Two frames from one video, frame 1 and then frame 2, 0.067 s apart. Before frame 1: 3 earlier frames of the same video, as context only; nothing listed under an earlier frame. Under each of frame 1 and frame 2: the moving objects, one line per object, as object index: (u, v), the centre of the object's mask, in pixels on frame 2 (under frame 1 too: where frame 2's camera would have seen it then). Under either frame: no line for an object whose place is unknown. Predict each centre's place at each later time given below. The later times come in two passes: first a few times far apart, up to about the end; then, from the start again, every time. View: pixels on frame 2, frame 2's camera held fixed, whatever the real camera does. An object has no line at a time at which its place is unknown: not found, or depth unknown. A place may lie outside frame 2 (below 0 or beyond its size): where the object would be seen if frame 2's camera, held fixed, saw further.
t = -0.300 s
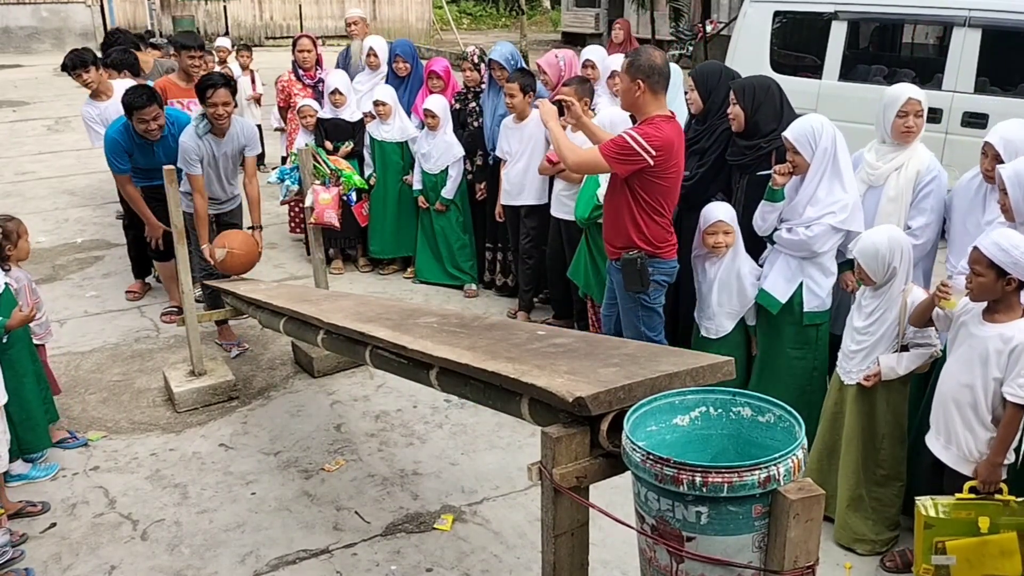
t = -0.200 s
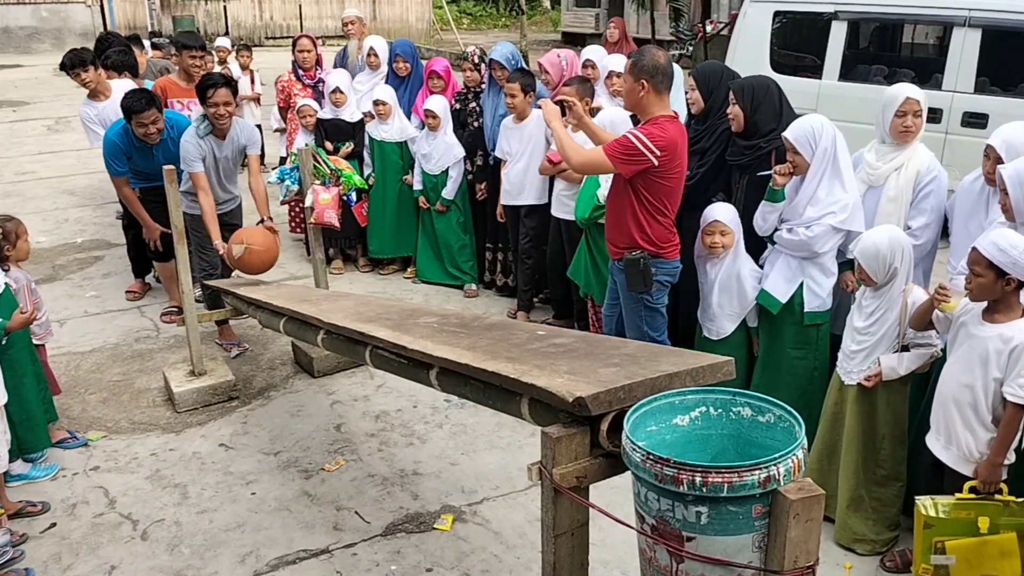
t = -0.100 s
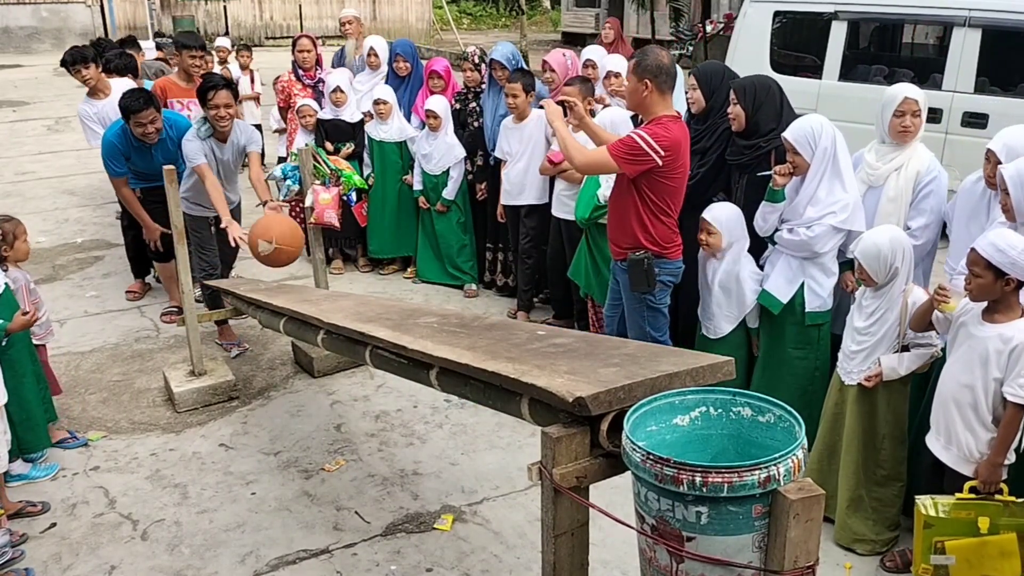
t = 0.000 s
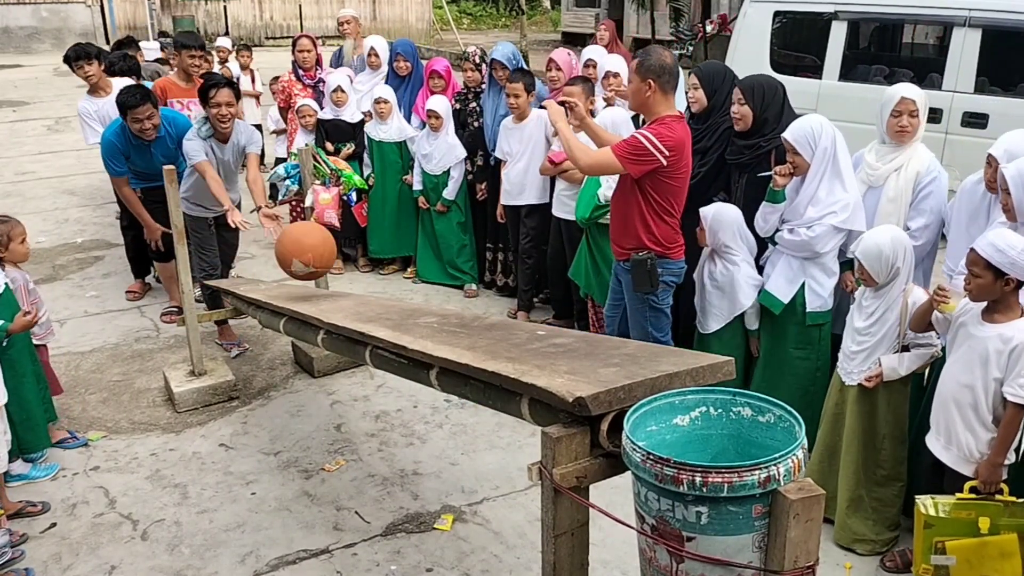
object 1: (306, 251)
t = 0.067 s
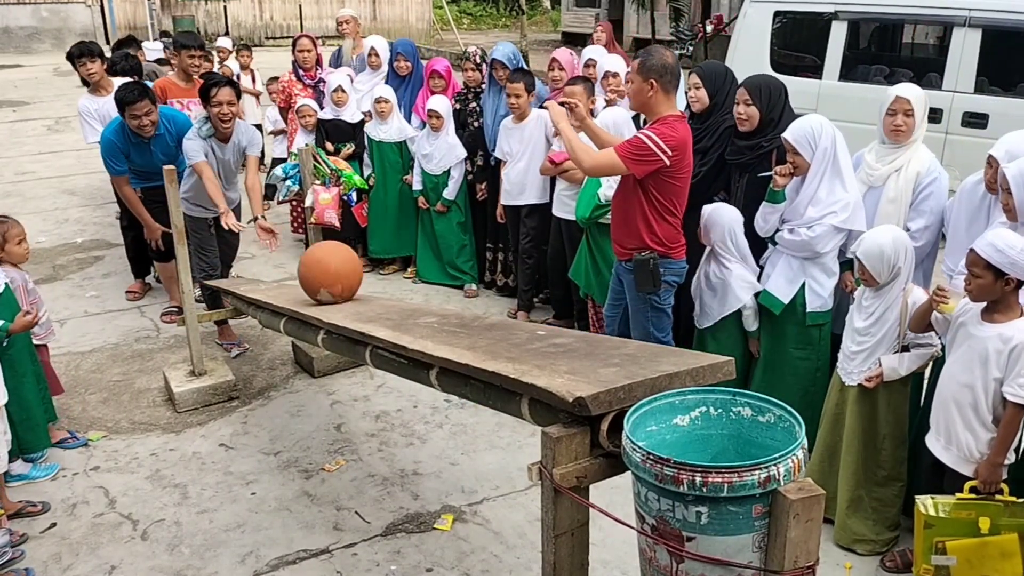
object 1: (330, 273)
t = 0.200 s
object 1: (359, 261)
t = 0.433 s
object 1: (415, 276)
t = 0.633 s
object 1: (468, 288)
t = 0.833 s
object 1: (526, 297)
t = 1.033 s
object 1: (582, 301)
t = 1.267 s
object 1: (643, 304)
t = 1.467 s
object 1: (687, 304)
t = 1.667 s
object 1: (721, 302)
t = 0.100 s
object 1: (339, 274)
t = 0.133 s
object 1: (345, 268)
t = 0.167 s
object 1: (352, 263)
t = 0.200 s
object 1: (359, 261)
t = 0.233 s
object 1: (366, 262)
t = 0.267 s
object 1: (374, 266)
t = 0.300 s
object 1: (383, 274)
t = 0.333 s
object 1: (392, 282)
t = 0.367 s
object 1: (399, 278)
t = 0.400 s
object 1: (407, 275)
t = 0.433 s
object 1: (415, 276)
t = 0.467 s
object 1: (424, 280)
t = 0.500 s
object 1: (433, 286)
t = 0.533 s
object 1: (442, 287)
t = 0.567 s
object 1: (451, 287)
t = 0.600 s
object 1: (459, 288)
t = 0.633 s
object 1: (468, 288)
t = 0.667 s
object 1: (478, 289)
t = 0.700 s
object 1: (488, 293)
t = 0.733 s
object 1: (497, 293)
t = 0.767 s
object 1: (506, 292)
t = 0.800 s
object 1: (516, 294)
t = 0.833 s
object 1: (526, 297)
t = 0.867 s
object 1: (535, 297)
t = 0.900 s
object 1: (545, 297)
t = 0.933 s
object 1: (554, 298)
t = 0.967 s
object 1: (564, 300)
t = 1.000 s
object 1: (573, 300)
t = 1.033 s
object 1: (582, 301)
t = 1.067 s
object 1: (591, 301)
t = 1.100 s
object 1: (601, 302)
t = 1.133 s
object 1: (610, 303)
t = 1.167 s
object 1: (618, 303)
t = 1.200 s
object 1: (627, 303)
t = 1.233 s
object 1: (635, 303)
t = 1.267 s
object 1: (643, 304)
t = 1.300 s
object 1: (651, 304)
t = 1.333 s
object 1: (659, 304)
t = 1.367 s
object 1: (666, 304)
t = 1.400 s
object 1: (674, 304)
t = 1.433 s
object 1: (681, 304)
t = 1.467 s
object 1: (687, 304)
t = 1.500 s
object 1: (694, 304)
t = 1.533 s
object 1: (700, 304)
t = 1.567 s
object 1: (706, 303)
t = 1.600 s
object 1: (711, 303)
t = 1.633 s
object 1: (716, 302)
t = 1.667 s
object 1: (721, 302)
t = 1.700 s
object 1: (725, 301)
